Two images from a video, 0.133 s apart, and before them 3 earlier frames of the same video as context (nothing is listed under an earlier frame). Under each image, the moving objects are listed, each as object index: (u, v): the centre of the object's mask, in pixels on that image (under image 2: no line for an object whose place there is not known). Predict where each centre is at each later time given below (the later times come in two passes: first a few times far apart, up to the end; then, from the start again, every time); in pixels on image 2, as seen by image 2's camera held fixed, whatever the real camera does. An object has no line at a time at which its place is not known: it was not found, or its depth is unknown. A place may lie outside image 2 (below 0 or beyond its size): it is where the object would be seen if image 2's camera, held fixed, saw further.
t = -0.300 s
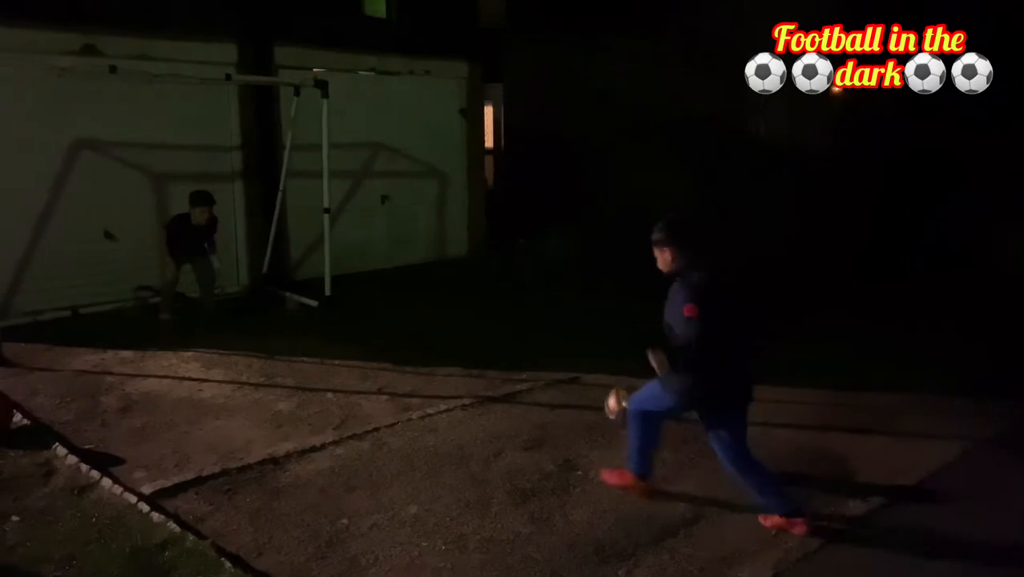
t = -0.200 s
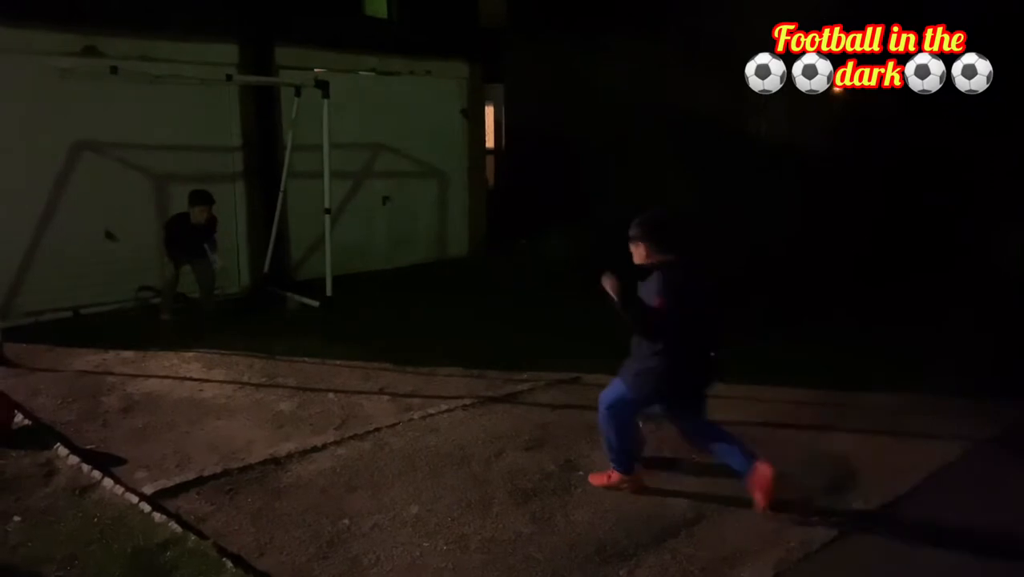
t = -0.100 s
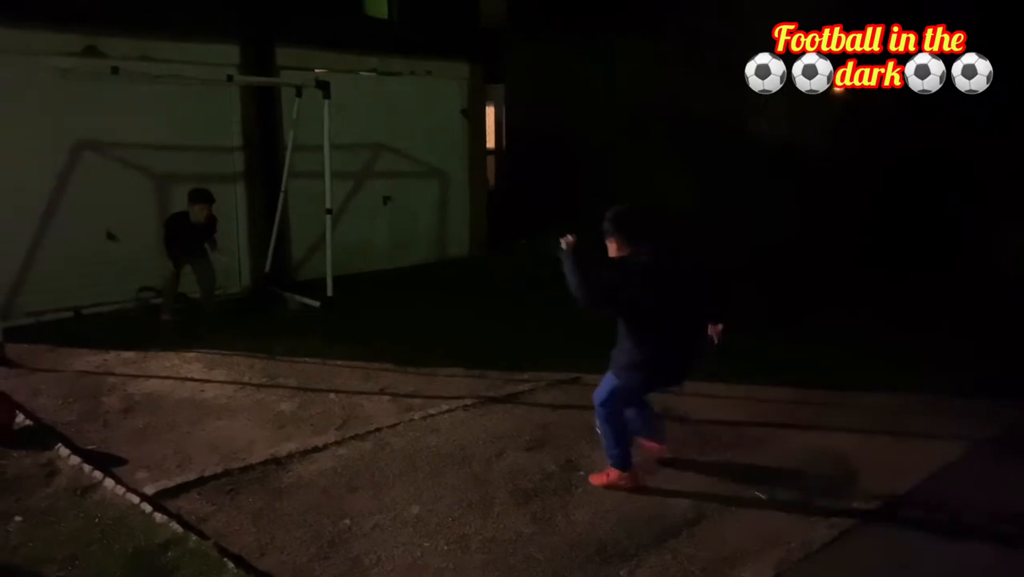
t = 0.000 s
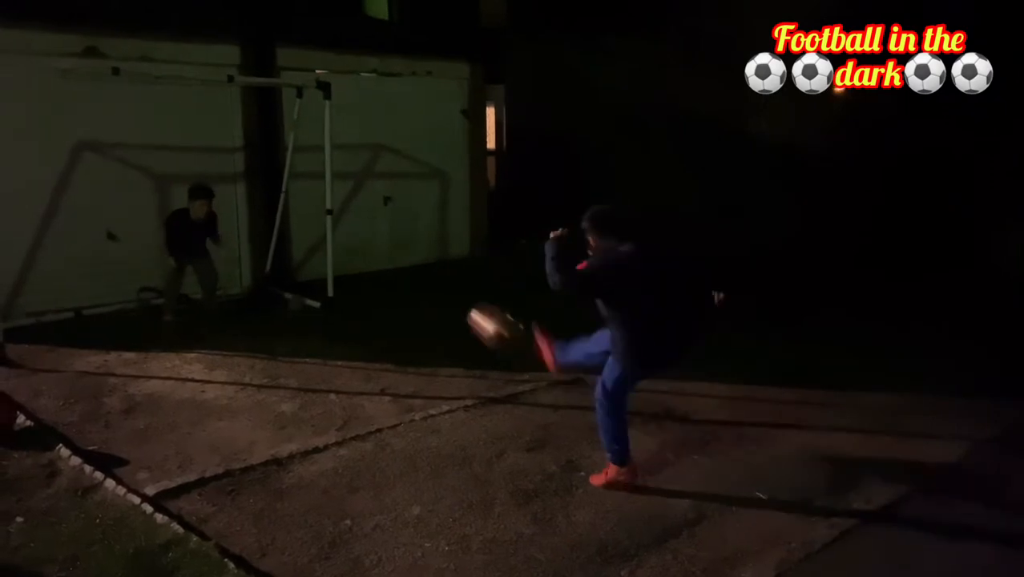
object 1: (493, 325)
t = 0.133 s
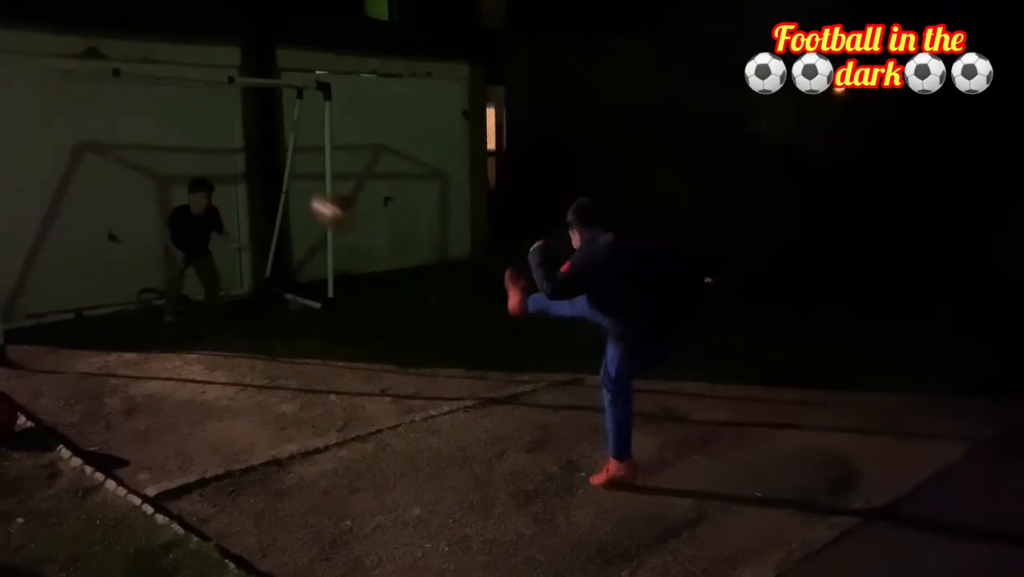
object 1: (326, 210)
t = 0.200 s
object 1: (259, 174)
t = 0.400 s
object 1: (88, 109)
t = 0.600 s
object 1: (10, 153)
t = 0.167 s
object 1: (291, 190)
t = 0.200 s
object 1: (259, 174)
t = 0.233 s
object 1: (227, 157)
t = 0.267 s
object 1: (196, 141)
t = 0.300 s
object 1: (172, 132)
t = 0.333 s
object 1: (145, 123)
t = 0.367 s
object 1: (117, 116)
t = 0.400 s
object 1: (88, 109)
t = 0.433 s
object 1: (64, 107)
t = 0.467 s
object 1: (42, 105)
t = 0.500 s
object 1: (21, 106)
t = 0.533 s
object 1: (13, 117)
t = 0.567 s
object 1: (11, 133)
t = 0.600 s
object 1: (10, 153)
